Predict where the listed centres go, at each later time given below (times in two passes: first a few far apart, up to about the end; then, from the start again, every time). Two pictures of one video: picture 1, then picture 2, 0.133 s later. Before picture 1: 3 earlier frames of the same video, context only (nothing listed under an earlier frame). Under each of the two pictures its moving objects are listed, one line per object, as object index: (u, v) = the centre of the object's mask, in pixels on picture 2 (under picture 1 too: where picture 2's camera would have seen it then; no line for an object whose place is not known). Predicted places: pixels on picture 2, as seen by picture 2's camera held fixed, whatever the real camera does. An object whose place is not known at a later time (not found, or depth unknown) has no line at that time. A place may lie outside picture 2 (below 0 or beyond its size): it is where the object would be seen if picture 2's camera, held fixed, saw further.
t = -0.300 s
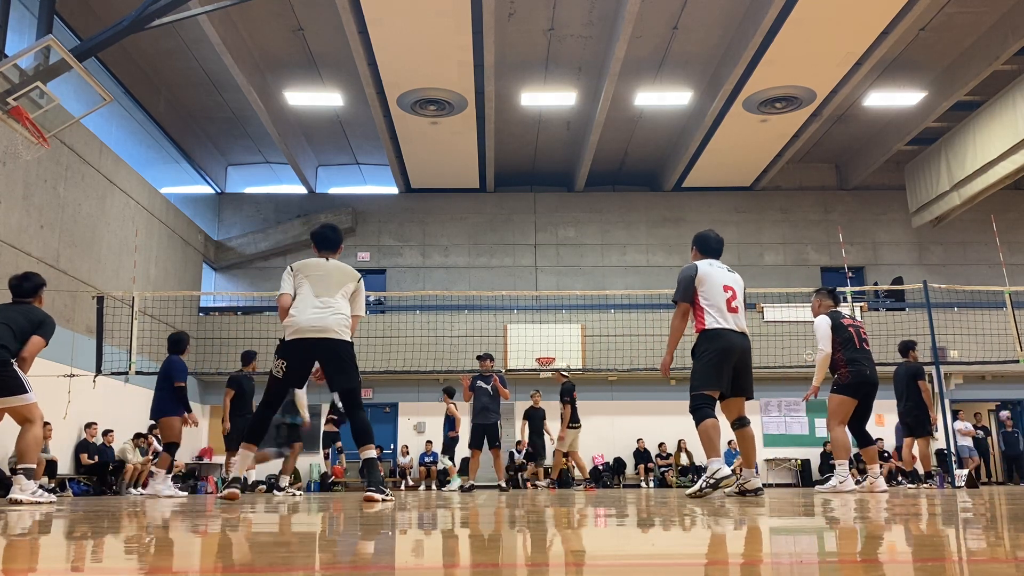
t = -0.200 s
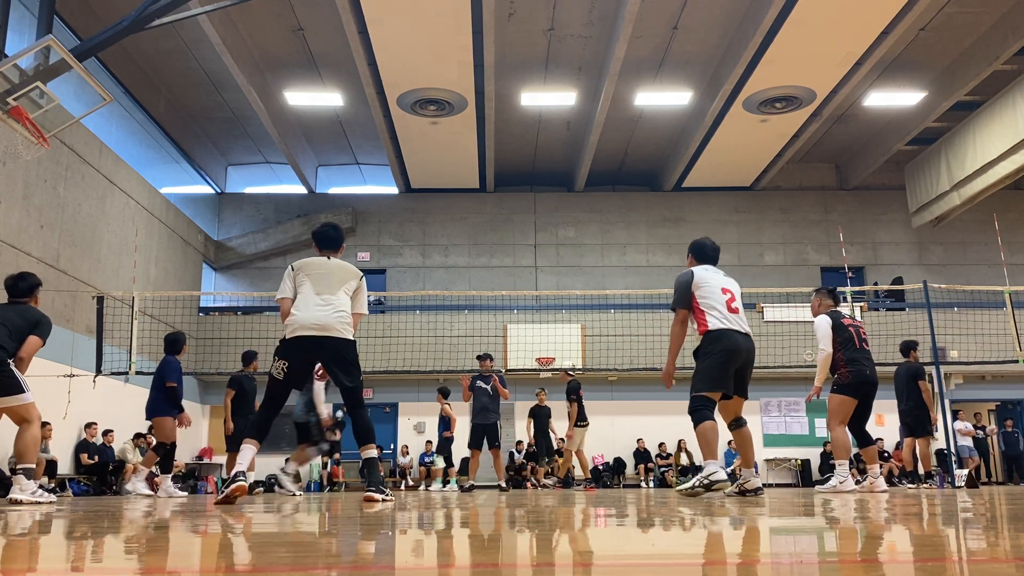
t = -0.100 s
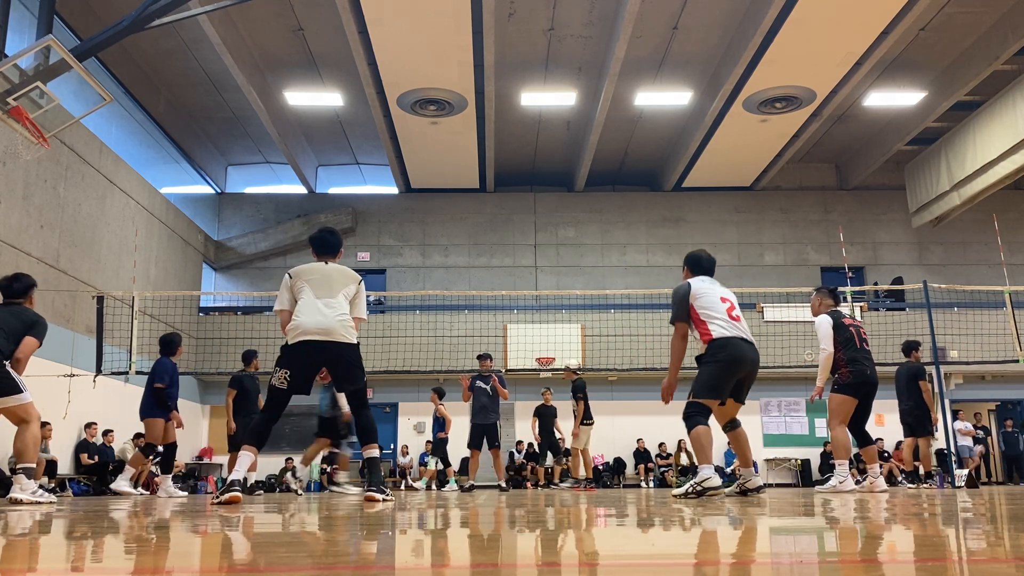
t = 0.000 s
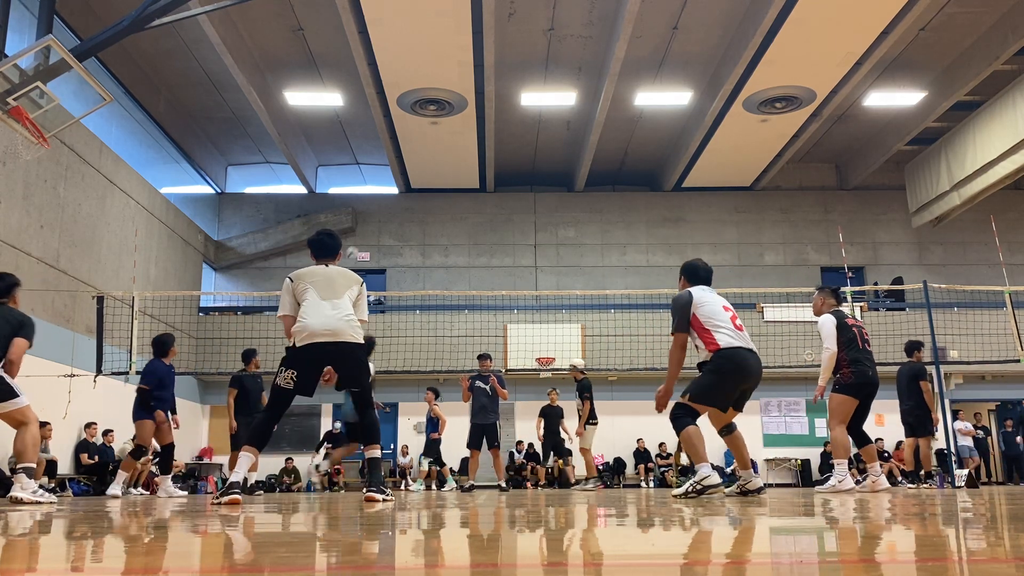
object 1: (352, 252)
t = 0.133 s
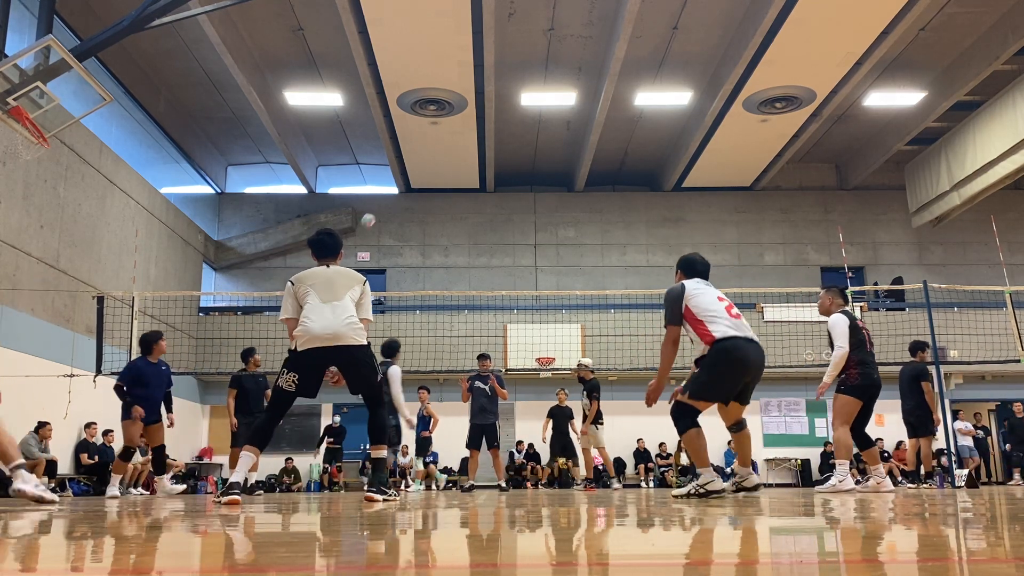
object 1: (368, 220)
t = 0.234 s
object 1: (384, 199)
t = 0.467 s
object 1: (434, 164)
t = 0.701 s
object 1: (519, 164)
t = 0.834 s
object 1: (597, 192)
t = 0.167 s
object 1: (372, 213)
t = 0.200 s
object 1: (378, 206)
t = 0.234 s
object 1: (384, 199)
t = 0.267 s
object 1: (390, 193)
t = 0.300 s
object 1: (397, 186)
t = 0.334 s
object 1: (402, 181)
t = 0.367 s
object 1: (409, 176)
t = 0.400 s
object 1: (416, 171)
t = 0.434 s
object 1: (425, 167)
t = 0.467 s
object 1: (434, 164)
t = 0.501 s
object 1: (443, 161)
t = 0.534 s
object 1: (454, 159)
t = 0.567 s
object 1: (464, 158)
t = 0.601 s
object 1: (477, 158)
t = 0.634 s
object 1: (490, 159)
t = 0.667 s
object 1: (503, 161)
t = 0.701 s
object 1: (519, 164)
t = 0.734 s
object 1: (536, 169)
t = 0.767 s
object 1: (554, 174)
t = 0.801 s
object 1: (574, 182)
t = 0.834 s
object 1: (597, 192)
